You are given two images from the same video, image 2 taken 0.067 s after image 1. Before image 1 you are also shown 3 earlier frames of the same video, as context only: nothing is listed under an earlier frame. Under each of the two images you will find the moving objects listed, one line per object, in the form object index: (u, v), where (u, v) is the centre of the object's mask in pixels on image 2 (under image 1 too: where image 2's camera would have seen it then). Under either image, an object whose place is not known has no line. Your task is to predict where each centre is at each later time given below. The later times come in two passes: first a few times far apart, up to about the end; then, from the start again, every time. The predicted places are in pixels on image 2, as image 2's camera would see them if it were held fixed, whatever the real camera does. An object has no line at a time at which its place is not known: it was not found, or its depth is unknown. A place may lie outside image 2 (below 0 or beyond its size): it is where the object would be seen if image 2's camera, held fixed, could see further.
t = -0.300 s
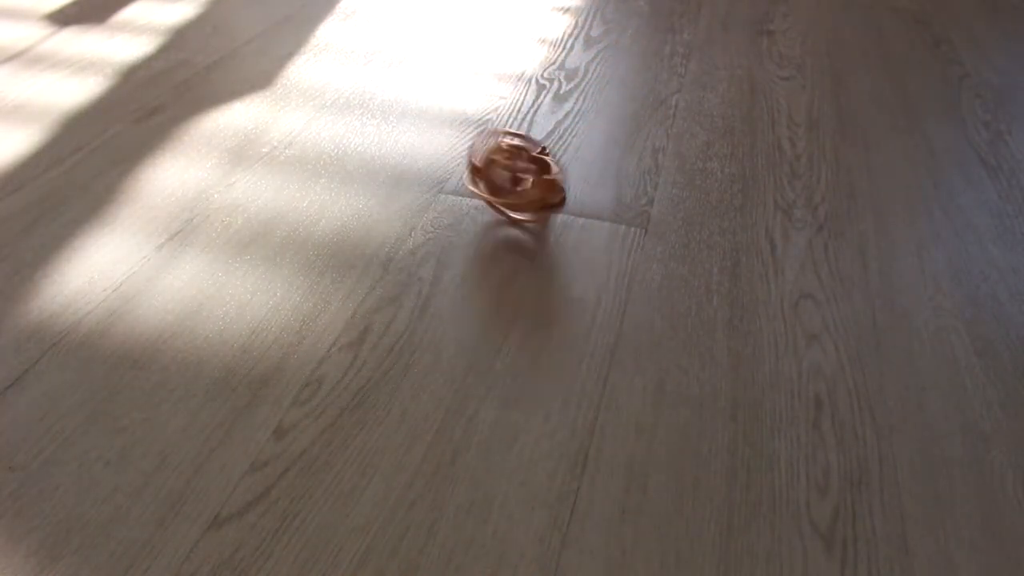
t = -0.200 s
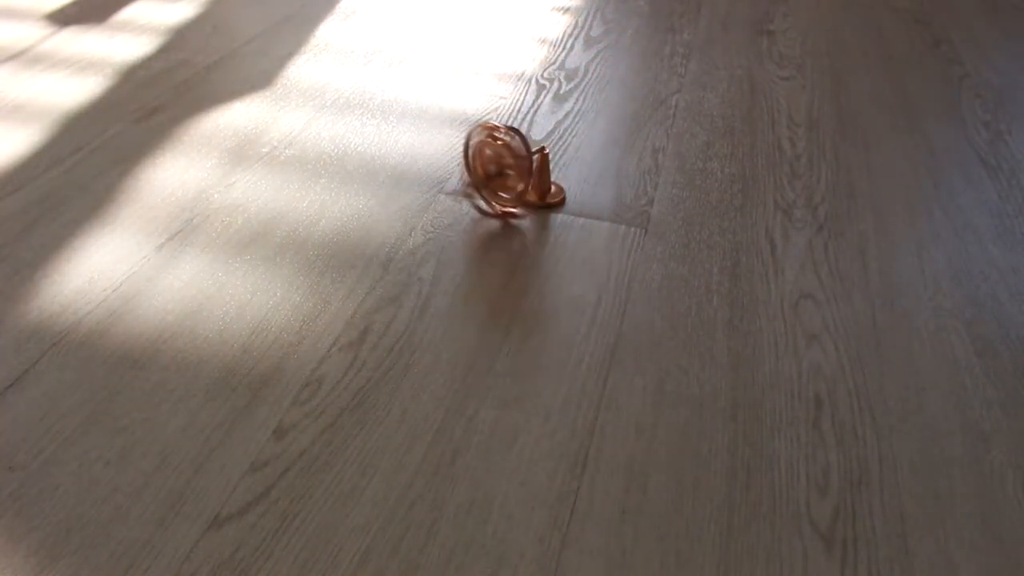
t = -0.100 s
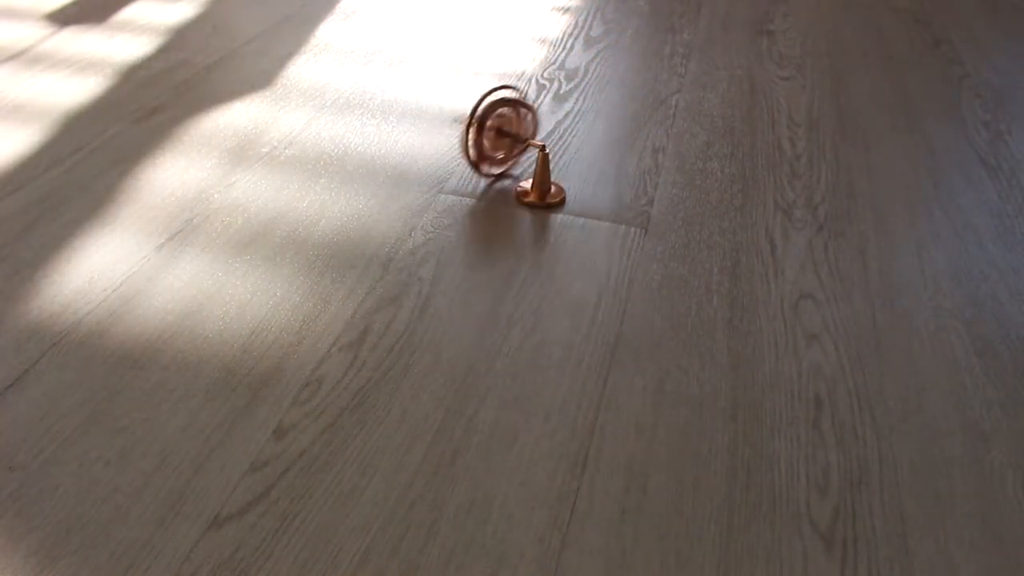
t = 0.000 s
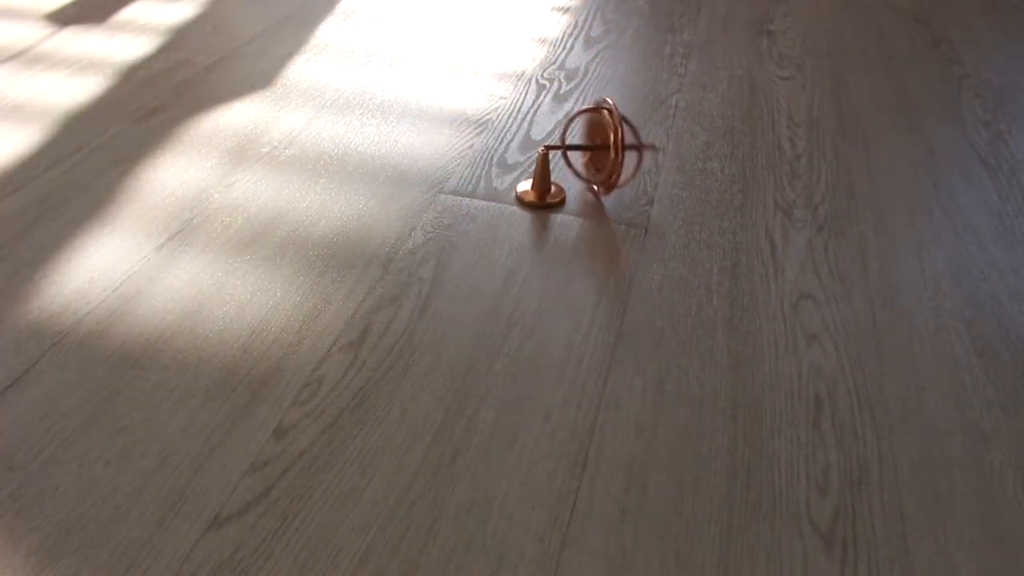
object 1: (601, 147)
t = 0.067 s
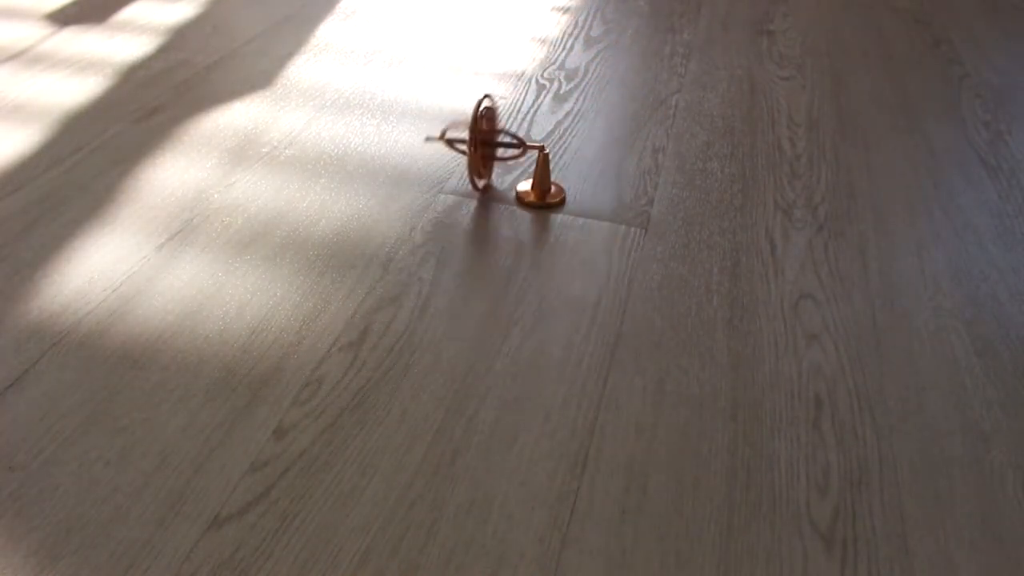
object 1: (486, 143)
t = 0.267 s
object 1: (482, 156)
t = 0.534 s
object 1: (520, 177)
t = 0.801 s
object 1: (485, 161)
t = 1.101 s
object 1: (563, 127)
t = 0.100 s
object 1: (500, 171)
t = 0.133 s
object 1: (582, 178)
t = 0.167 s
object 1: (602, 150)
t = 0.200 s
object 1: (556, 124)
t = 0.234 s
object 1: (497, 131)
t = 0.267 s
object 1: (482, 156)
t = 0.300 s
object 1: (522, 177)
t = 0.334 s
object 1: (586, 176)
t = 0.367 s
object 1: (604, 151)
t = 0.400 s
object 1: (571, 128)
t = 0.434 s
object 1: (519, 124)
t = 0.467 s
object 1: (488, 139)
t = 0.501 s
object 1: (484, 159)
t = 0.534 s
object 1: (520, 177)
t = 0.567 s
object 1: (571, 179)
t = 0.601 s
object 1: (605, 162)
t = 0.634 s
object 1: (597, 143)
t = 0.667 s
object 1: (568, 127)
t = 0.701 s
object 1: (529, 123)
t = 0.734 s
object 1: (499, 131)
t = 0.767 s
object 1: (483, 144)
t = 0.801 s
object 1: (485, 161)
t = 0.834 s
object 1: (510, 174)
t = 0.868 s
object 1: (548, 180)
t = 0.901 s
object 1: (582, 178)
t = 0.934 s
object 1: (601, 167)
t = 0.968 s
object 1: (604, 155)
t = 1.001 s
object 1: (595, 142)
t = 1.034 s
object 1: (569, 129)
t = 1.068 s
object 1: (566, 128)
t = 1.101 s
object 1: (563, 127)
